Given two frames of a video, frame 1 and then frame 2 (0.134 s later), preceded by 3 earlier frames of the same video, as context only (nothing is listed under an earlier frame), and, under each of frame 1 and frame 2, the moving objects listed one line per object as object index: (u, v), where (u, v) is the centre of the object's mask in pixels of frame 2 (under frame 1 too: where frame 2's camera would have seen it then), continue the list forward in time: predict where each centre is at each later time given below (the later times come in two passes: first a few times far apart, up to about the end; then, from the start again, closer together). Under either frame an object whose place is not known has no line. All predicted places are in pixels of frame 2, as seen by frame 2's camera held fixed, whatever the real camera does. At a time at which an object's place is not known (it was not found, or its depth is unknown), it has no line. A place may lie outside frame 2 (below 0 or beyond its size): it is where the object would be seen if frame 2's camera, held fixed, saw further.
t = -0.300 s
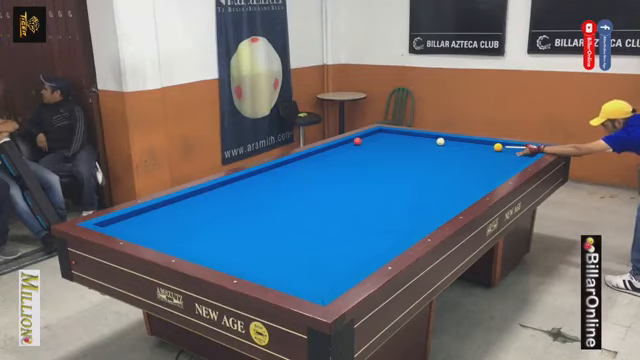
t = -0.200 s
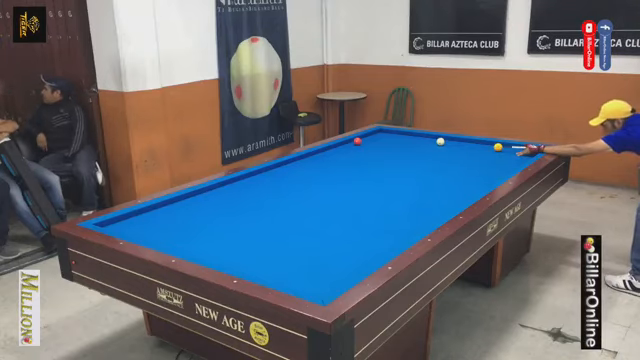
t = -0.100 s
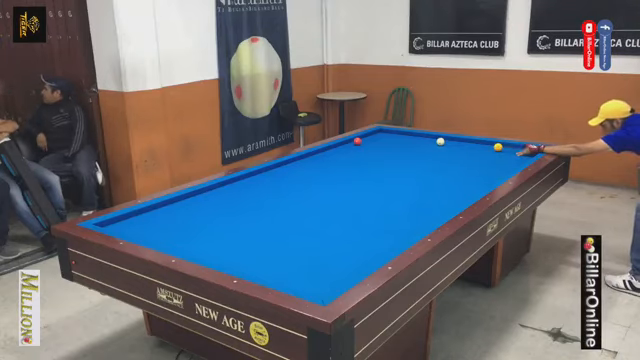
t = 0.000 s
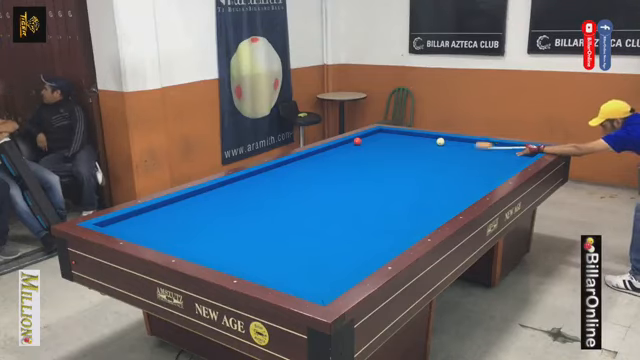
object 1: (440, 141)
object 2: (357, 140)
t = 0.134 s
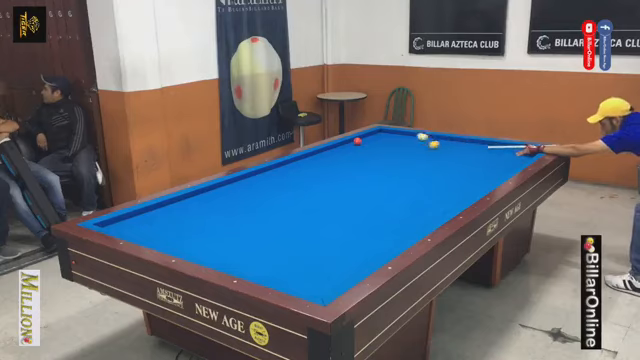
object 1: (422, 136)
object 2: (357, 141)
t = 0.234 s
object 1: (396, 131)
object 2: (357, 141)
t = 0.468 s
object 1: (391, 136)
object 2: (357, 140)
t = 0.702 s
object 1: (412, 143)
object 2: (357, 141)
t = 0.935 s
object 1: (435, 152)
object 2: (357, 141)
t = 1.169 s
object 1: (461, 160)
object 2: (357, 141)
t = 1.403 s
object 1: (490, 171)
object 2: (357, 141)
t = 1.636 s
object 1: (482, 173)
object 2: (357, 141)
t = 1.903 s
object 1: (455, 172)
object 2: (357, 141)
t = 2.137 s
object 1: (432, 172)
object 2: (357, 141)
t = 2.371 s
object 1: (410, 171)
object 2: (357, 141)
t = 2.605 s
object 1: (389, 170)
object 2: (357, 141)
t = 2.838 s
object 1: (368, 169)
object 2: (357, 140)
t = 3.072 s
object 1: (348, 168)
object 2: (357, 140)
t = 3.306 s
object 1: (330, 168)
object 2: (357, 140)
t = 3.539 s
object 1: (311, 167)
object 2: (357, 140)
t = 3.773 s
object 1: (293, 166)
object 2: (357, 141)
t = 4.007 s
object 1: (276, 165)
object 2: (357, 141)
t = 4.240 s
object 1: (279, 168)
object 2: (357, 141)
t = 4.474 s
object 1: (283, 170)
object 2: (357, 141)
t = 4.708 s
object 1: (287, 172)
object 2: (357, 141)
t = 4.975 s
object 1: (292, 175)
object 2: (357, 140)
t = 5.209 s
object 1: (296, 177)
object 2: (357, 140)
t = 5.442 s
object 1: (299, 179)
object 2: (357, 141)
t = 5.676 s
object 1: (303, 181)
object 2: (357, 141)
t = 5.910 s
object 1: (307, 183)
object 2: (357, 141)
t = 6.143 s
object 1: (310, 185)
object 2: (357, 140)
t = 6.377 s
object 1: (314, 187)
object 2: (355, 141)
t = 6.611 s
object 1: (317, 189)
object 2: (351, 142)
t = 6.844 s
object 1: (320, 190)
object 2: (345, 143)
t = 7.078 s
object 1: (323, 192)
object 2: (339, 145)
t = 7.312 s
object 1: (326, 194)
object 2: (335, 146)
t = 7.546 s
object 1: (329, 195)
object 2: (330, 147)
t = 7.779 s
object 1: (331, 197)
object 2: (327, 148)
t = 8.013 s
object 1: (334, 198)
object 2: (325, 149)
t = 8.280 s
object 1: (337, 200)
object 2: (323, 150)
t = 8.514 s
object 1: (339, 201)
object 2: (320, 152)
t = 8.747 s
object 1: (341, 202)
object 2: (318, 152)
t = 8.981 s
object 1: (343, 203)
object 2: (316, 153)
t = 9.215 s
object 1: (344, 204)
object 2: (315, 154)
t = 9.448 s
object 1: (346, 204)
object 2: (313, 155)
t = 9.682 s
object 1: (347, 205)
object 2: (312, 156)
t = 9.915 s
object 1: (348, 206)
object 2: (310, 156)
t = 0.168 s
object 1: (413, 134)
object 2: (357, 141)
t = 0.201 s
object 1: (405, 132)
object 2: (357, 141)
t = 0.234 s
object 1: (396, 131)
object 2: (357, 141)
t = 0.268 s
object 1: (387, 131)
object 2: (357, 141)
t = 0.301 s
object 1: (378, 131)
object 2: (357, 141)
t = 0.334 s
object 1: (377, 132)
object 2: (357, 141)
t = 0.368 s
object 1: (380, 133)
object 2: (357, 140)
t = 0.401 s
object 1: (384, 134)
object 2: (357, 141)
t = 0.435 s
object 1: (387, 135)
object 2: (357, 140)
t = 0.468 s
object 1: (391, 136)
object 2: (357, 140)
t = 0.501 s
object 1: (394, 138)
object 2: (357, 141)
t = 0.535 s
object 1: (397, 138)
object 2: (357, 140)
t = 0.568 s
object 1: (400, 139)
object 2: (357, 141)
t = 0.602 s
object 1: (403, 140)
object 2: (357, 140)
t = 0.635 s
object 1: (406, 141)
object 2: (357, 141)
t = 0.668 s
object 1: (409, 142)
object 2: (357, 141)
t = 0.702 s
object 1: (412, 143)
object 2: (357, 141)
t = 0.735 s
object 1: (415, 145)
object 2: (357, 141)
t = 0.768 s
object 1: (418, 146)
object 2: (357, 141)
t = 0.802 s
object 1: (422, 147)
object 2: (357, 141)
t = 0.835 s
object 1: (425, 148)
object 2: (357, 141)
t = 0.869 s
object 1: (428, 149)
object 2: (357, 141)
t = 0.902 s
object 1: (432, 150)
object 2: (357, 141)
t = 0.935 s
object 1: (435, 152)
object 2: (357, 141)
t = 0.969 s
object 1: (439, 153)
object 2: (357, 141)
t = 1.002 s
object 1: (442, 154)
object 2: (357, 141)
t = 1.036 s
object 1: (446, 155)
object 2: (357, 141)
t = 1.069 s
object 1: (450, 157)
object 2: (357, 141)
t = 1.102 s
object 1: (454, 158)
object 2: (357, 141)
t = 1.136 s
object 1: (457, 159)
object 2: (357, 141)
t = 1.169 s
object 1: (461, 160)
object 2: (357, 141)
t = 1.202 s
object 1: (465, 162)
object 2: (357, 141)
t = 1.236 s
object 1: (469, 163)
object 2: (357, 141)
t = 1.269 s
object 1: (473, 165)
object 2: (357, 141)
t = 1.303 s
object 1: (477, 166)
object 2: (357, 141)
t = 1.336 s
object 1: (482, 168)
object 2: (357, 141)
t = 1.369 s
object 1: (486, 169)
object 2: (357, 141)
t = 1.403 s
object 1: (490, 171)
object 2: (357, 141)
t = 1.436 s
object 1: (495, 172)
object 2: (357, 141)
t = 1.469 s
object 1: (500, 173)
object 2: (357, 141)
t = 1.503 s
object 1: (500, 174)
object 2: (357, 141)
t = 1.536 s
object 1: (495, 174)
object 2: (357, 141)
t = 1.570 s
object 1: (490, 174)
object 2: (357, 141)
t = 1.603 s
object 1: (486, 174)
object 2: (357, 141)
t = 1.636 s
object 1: (482, 173)
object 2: (357, 141)
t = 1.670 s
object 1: (478, 173)
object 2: (357, 141)
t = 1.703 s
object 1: (475, 173)
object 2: (357, 141)
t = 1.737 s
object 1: (472, 173)
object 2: (357, 141)
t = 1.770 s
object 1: (468, 173)
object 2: (357, 141)
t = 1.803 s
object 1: (465, 173)
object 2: (357, 141)
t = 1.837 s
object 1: (461, 173)
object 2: (357, 141)
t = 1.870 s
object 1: (458, 172)
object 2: (357, 141)
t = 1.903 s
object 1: (455, 172)
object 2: (357, 141)
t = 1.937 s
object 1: (452, 172)
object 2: (357, 141)
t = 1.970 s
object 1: (448, 172)
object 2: (357, 141)
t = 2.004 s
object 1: (445, 172)
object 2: (357, 141)
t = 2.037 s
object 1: (442, 172)
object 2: (357, 141)
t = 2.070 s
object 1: (438, 172)
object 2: (357, 141)
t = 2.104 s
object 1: (435, 172)
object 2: (357, 141)
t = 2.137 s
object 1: (432, 172)
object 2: (357, 141)
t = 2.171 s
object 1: (429, 172)
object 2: (357, 141)
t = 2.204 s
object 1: (425, 171)
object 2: (357, 141)
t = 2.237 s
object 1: (422, 171)
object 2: (357, 141)
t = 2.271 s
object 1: (419, 171)
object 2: (357, 141)
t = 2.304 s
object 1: (416, 171)
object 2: (357, 141)
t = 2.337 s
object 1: (413, 171)
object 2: (357, 141)
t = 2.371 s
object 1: (410, 171)
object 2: (357, 141)
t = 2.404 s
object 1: (407, 171)
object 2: (357, 141)
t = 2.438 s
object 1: (404, 171)
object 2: (357, 141)
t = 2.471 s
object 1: (401, 170)
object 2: (357, 141)
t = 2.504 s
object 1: (398, 170)
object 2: (357, 141)
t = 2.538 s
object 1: (395, 170)
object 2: (357, 141)
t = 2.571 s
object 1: (392, 170)
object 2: (357, 141)
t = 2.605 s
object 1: (389, 170)
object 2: (357, 141)
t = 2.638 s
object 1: (386, 170)
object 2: (357, 141)
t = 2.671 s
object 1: (383, 170)
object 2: (357, 141)
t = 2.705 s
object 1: (380, 169)
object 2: (357, 141)
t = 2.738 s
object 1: (377, 169)
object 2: (357, 141)
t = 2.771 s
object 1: (374, 169)
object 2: (357, 141)
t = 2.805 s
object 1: (371, 169)
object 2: (357, 141)
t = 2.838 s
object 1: (368, 169)
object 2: (357, 140)
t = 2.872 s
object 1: (365, 169)
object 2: (357, 141)
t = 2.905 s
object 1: (363, 169)
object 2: (357, 140)
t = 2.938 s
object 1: (360, 169)
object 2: (357, 140)
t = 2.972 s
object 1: (357, 169)
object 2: (357, 140)
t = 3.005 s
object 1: (354, 169)
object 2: (357, 140)
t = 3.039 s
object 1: (351, 169)
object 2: (357, 140)
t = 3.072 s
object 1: (348, 168)
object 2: (357, 140)
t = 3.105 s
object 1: (346, 168)
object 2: (357, 140)
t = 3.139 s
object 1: (343, 168)
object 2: (357, 140)
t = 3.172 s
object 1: (340, 168)
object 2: (357, 140)
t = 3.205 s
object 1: (338, 168)
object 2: (357, 140)
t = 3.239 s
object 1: (335, 168)
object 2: (357, 140)
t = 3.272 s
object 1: (332, 168)
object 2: (357, 140)
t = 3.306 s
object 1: (330, 168)
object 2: (357, 140)
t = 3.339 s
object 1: (327, 168)
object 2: (357, 140)
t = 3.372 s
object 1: (324, 168)
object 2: (357, 141)
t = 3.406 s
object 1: (321, 167)
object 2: (357, 140)
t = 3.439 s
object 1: (319, 167)
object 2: (357, 141)
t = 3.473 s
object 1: (316, 167)
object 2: (357, 141)
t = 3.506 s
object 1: (314, 167)
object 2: (357, 140)
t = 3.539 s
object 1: (311, 167)
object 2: (357, 140)
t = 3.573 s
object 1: (308, 167)
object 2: (357, 140)
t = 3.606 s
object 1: (306, 167)
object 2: (357, 141)
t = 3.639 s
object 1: (303, 167)
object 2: (357, 141)
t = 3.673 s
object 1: (301, 167)
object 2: (357, 141)
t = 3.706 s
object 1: (298, 166)
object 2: (357, 141)
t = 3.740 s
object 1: (295, 167)
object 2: (357, 141)
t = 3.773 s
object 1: (293, 166)
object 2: (357, 141)
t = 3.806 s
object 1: (291, 166)
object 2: (357, 141)
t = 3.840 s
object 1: (288, 166)
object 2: (357, 141)
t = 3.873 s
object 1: (286, 166)
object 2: (357, 141)
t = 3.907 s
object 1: (283, 166)
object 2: (357, 141)
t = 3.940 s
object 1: (281, 166)
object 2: (357, 141)
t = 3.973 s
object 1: (278, 166)
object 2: (357, 141)
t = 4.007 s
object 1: (276, 165)
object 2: (357, 141)
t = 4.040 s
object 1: (276, 166)
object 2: (357, 141)
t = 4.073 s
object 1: (276, 166)
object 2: (357, 140)
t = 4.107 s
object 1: (277, 166)
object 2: (357, 140)
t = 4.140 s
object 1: (277, 167)
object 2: (357, 140)
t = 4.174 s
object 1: (278, 167)
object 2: (357, 141)
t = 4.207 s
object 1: (279, 168)
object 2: (357, 141)
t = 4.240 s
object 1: (279, 168)
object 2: (357, 141)
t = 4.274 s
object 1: (280, 168)
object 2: (357, 141)
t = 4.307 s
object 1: (280, 168)
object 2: (357, 141)
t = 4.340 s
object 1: (281, 169)
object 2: (357, 141)
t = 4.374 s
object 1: (281, 169)
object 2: (357, 141)
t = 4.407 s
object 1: (282, 169)
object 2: (357, 141)
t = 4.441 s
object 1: (283, 170)
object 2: (357, 141)
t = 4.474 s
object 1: (283, 170)
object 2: (357, 141)
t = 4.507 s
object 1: (284, 170)
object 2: (357, 141)
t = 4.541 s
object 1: (284, 170)
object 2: (357, 141)
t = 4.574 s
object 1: (285, 171)
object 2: (357, 141)
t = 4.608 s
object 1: (285, 171)
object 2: (357, 140)
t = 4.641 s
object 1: (286, 172)
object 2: (357, 140)
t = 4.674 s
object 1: (287, 172)
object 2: (357, 141)
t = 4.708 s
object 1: (287, 172)
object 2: (357, 141)
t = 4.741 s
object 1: (288, 172)
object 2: (357, 141)
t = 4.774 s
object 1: (288, 173)
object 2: (357, 141)
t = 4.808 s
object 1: (289, 173)
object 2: (357, 140)
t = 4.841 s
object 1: (290, 173)
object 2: (357, 141)
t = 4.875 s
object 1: (290, 174)
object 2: (357, 141)
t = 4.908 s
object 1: (290, 174)
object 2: (357, 141)
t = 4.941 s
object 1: (291, 174)
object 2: (357, 141)
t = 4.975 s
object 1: (292, 175)
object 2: (357, 140)
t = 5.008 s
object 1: (292, 175)
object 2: (357, 141)
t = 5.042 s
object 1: (293, 175)
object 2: (357, 140)
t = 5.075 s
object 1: (293, 176)
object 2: (357, 141)
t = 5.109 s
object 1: (294, 176)
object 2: (357, 140)
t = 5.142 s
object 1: (295, 176)
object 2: (357, 141)
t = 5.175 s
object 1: (295, 176)
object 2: (357, 141)
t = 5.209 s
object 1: (296, 177)
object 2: (357, 140)
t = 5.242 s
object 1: (296, 177)
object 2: (357, 141)
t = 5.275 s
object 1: (296, 177)
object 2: (357, 140)
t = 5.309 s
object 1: (297, 178)
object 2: (357, 141)
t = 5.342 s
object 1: (298, 178)
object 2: (357, 141)
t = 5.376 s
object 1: (298, 178)
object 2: (357, 140)
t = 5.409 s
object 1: (299, 179)
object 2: (357, 141)
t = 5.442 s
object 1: (299, 179)
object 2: (357, 141)
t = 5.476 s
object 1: (300, 179)
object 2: (357, 140)
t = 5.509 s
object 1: (300, 180)
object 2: (357, 141)
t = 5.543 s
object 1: (301, 180)
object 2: (357, 141)
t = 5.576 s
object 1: (301, 180)
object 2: (357, 140)
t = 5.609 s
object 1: (302, 180)
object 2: (357, 141)
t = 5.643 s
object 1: (302, 181)
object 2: (357, 141)
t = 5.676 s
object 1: (303, 181)
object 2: (357, 141)
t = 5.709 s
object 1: (303, 181)
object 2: (357, 140)
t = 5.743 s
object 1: (304, 182)
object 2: (357, 141)
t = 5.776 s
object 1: (305, 182)
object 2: (357, 141)
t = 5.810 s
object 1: (305, 182)
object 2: (357, 141)
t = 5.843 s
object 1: (306, 182)
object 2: (357, 141)
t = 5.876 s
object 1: (306, 183)
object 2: (357, 141)
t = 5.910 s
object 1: (307, 183)
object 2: (357, 141)
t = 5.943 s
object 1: (307, 183)
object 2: (357, 141)
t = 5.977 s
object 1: (308, 184)
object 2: (357, 140)
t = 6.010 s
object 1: (308, 184)
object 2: (357, 140)
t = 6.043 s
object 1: (309, 184)
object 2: (357, 140)
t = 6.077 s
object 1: (309, 184)
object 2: (357, 140)
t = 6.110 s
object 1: (310, 185)
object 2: (357, 140)
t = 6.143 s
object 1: (310, 185)
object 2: (357, 140)
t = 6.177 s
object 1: (311, 185)
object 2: (357, 141)
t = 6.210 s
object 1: (311, 185)
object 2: (357, 141)
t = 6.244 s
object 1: (312, 186)
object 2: (357, 140)
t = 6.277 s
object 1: (312, 186)
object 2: (357, 141)
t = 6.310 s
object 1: (313, 186)
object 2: (357, 141)
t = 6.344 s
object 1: (313, 186)
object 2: (356, 141)
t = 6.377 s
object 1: (314, 187)
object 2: (355, 141)
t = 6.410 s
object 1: (314, 187)
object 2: (354, 141)
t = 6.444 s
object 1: (314, 187)
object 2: (354, 141)
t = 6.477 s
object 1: (315, 187)
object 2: (353, 142)
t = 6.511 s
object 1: (315, 188)
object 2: (352, 142)
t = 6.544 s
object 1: (316, 188)
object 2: (351, 143)
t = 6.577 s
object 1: (316, 188)
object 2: (351, 143)
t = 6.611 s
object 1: (317, 189)
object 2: (351, 142)
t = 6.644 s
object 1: (317, 189)
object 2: (349, 143)
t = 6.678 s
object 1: (318, 189)
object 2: (349, 143)
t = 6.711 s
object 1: (318, 189)
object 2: (348, 143)
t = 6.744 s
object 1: (319, 189)
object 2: (347, 143)
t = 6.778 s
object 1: (319, 190)
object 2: (346, 143)
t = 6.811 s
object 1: (320, 190)
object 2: (346, 143)
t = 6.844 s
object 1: (320, 190)
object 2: (345, 143)
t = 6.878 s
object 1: (321, 191)
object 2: (344, 144)
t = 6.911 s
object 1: (321, 191)
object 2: (343, 144)
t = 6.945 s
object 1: (322, 191)
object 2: (343, 144)
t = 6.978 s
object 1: (322, 191)
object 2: (342, 144)
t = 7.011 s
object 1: (322, 192)
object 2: (342, 144)
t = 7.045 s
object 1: (323, 192)
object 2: (340, 144)
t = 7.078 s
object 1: (323, 192)
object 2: (339, 145)
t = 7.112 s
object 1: (323, 192)
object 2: (339, 145)
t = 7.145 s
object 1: (324, 192)
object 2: (338, 145)
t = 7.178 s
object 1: (324, 193)
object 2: (337, 145)
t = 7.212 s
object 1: (325, 193)
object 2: (337, 145)
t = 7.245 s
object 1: (325, 193)
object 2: (336, 146)
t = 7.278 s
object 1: (326, 193)
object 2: (335, 146)
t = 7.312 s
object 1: (326, 194)
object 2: (335, 146)
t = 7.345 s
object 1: (326, 194)
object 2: (334, 146)
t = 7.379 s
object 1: (327, 194)
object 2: (333, 147)
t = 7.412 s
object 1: (327, 194)
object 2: (333, 146)
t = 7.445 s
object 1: (327, 195)
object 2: (332, 147)
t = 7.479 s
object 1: (328, 195)
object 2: (332, 147)
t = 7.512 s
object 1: (328, 195)
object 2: (331, 147)
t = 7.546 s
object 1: (329, 195)
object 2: (330, 147)
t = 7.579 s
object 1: (329, 195)
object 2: (329, 147)
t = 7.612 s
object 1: (330, 196)
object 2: (329, 147)
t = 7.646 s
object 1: (330, 196)
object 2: (328, 148)
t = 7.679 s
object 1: (330, 196)
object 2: (328, 148)
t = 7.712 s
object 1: (331, 196)
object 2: (327, 148)
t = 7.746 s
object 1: (331, 197)
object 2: (327, 148)
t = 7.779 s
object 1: (331, 197)
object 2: (327, 148)
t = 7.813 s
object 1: (332, 197)
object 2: (327, 148)
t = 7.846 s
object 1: (332, 197)
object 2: (326, 148)
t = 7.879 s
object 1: (332, 197)
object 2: (326, 149)
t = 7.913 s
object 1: (333, 198)
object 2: (326, 149)
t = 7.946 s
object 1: (333, 198)
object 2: (325, 149)
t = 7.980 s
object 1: (334, 198)
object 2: (325, 149)
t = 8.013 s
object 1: (334, 198)
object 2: (325, 149)
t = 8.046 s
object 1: (334, 198)
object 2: (324, 150)
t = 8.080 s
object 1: (335, 199)
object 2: (324, 150)
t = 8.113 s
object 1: (335, 199)
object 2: (324, 150)
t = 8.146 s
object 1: (335, 199)
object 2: (323, 150)
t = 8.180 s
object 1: (336, 199)
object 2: (323, 150)
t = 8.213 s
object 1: (336, 199)
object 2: (323, 150)
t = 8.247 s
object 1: (336, 200)
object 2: (322, 150)
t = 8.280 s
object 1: (337, 200)
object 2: (323, 150)
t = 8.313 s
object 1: (337, 200)
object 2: (322, 151)
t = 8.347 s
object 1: (337, 200)
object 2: (322, 151)
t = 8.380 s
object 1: (338, 200)
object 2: (321, 151)
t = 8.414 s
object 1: (338, 200)
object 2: (321, 151)
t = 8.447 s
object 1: (338, 200)
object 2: (321, 151)
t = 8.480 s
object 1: (338, 201)
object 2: (320, 151)
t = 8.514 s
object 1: (339, 201)
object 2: (320, 152)
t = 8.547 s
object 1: (339, 201)
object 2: (320, 152)
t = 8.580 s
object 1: (339, 201)
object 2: (319, 152)
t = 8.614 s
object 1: (340, 201)
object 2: (319, 152)
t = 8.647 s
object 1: (340, 201)
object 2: (319, 152)
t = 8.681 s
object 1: (340, 202)
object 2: (319, 152)
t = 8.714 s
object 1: (341, 202)
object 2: (318, 152)
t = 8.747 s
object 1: (341, 202)
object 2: (318, 152)
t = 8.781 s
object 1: (341, 202)
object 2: (318, 152)
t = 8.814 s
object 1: (341, 202)
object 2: (318, 152)
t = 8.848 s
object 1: (341, 202)
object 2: (317, 153)
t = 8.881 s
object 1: (342, 203)
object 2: (317, 153)
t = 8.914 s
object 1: (342, 203)
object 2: (317, 153)
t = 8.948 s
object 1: (342, 203)
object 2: (317, 153)
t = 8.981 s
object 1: (343, 203)
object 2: (316, 153)
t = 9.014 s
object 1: (343, 203)
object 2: (316, 153)
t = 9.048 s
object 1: (343, 203)
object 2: (316, 154)
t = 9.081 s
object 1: (343, 203)
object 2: (315, 154)
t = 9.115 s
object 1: (344, 203)
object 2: (315, 154)
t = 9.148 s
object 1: (344, 203)
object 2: (315, 154)
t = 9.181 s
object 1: (344, 204)
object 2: (315, 154)
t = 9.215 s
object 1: (344, 204)
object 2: (315, 154)
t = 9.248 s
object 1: (345, 204)
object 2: (315, 154)
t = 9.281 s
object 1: (345, 204)
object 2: (315, 154)
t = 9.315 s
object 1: (345, 204)
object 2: (315, 154)
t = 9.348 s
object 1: (345, 204)
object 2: (314, 155)
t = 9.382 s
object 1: (345, 204)
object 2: (314, 155)
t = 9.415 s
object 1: (345, 204)
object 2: (313, 155)
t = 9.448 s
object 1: (346, 204)
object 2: (313, 155)
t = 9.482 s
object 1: (346, 205)
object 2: (313, 155)
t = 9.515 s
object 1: (346, 205)
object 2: (313, 155)
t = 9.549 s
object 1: (346, 205)
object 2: (312, 156)
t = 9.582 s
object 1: (346, 205)
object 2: (312, 156)
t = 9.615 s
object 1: (346, 205)
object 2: (312, 156)
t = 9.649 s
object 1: (347, 205)
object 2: (312, 156)
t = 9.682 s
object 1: (347, 205)
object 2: (312, 156)
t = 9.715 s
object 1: (347, 205)
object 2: (311, 156)
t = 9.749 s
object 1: (347, 205)
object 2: (311, 156)
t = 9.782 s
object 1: (347, 205)
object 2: (311, 156)
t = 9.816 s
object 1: (348, 205)
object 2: (311, 156)
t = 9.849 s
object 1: (348, 206)
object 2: (311, 156)
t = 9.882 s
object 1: (348, 206)
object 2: (310, 156)
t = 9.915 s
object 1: (348, 206)
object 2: (310, 156)
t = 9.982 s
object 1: (348, 206)
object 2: (310, 157)
